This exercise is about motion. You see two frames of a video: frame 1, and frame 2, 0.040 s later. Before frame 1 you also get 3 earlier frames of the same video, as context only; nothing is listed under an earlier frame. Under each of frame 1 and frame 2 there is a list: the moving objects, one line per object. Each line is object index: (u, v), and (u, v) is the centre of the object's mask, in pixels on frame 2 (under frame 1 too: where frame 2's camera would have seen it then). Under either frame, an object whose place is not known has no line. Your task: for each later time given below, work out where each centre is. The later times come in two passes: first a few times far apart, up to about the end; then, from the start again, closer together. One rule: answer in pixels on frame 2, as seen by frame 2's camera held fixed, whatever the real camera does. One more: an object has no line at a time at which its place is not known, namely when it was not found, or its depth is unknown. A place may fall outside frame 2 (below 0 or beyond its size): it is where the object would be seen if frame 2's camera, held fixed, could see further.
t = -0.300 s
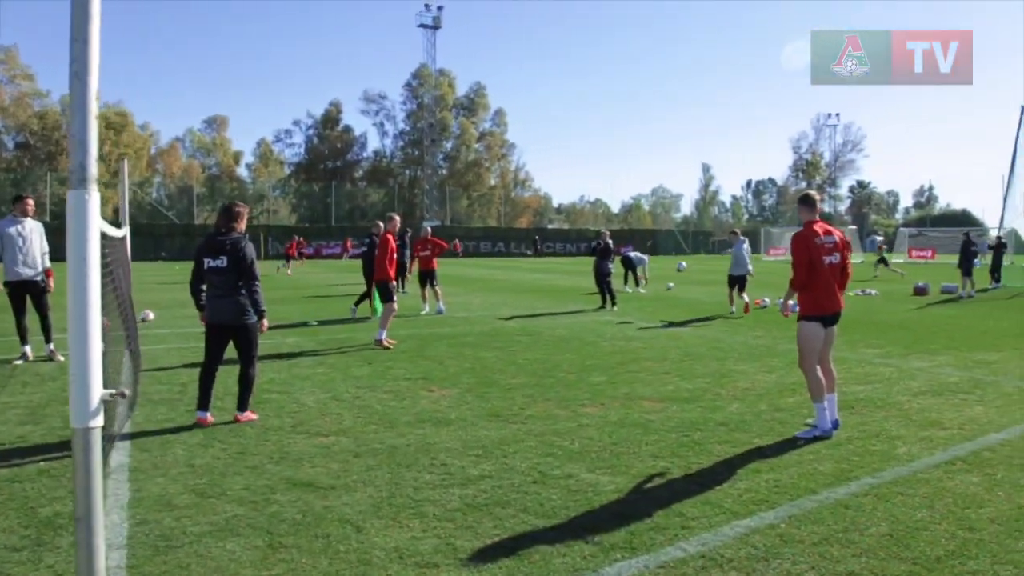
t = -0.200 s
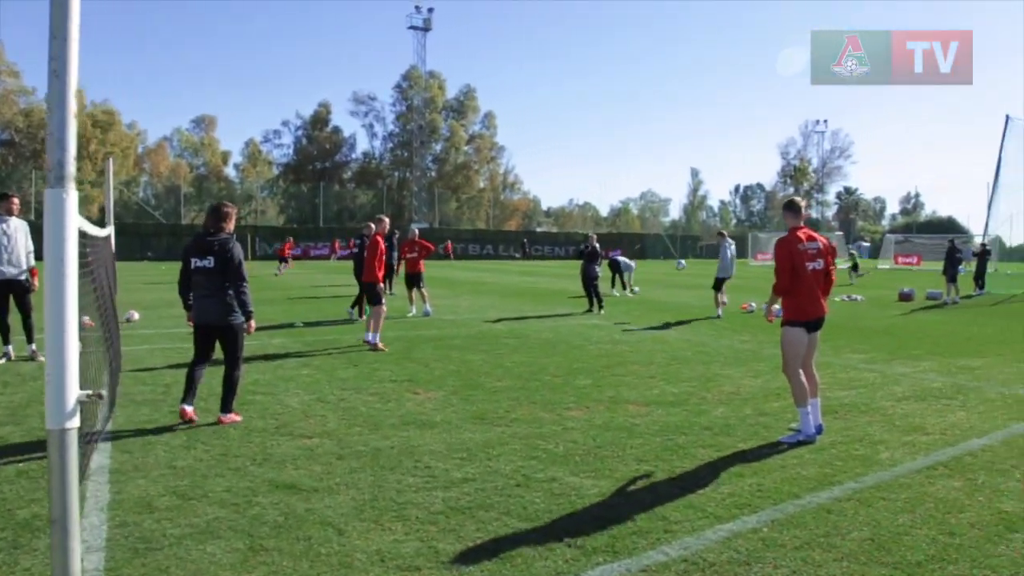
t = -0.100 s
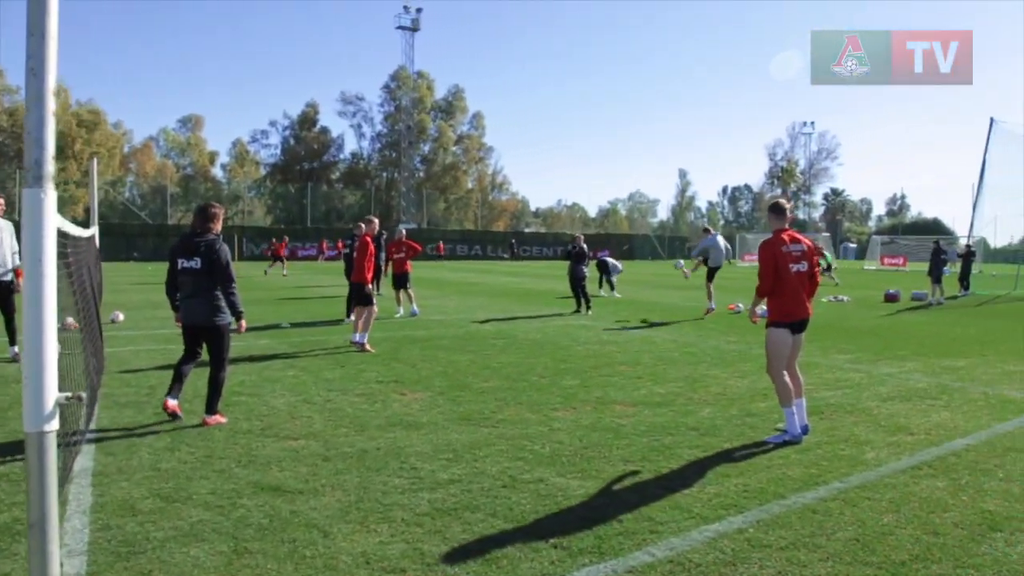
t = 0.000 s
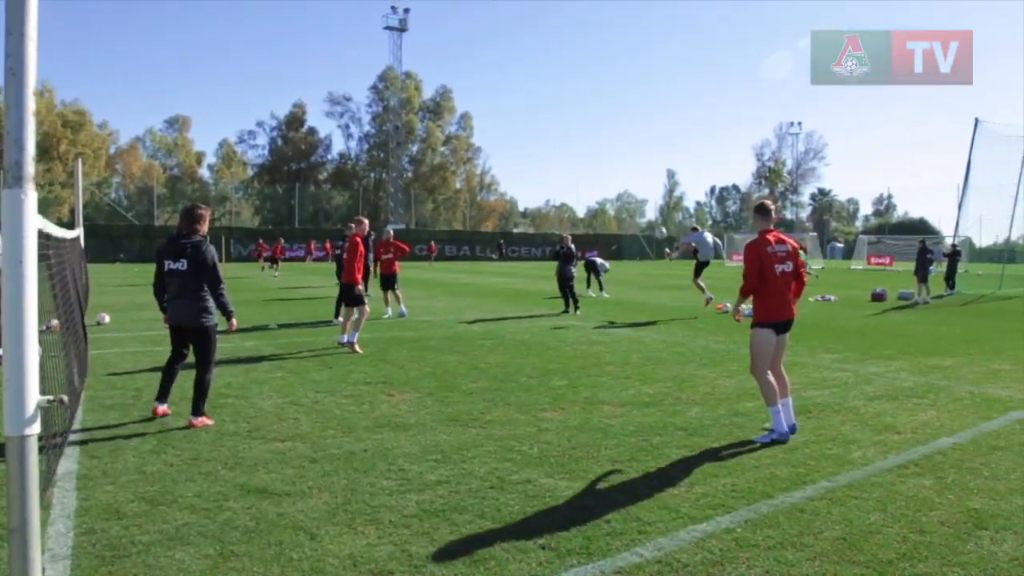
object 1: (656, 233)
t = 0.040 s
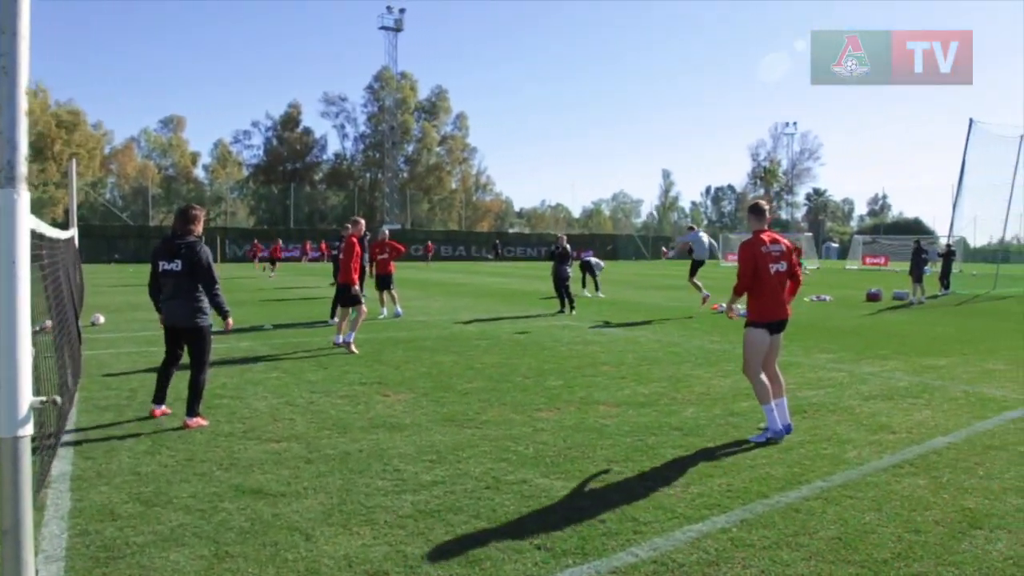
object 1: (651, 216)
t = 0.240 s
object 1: (623, 135)
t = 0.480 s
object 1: (583, 49)
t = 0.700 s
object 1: (536, -16)
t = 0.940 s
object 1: (470, -63)
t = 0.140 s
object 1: (637, 174)
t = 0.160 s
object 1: (635, 166)
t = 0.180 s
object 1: (632, 158)
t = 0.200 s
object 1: (629, 150)
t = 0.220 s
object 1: (626, 143)
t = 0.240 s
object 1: (623, 135)
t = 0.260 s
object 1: (620, 127)
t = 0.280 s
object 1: (617, 120)
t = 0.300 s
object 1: (614, 112)
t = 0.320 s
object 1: (610, 105)
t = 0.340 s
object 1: (607, 98)
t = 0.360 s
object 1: (604, 91)
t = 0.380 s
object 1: (600, 84)
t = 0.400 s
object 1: (597, 76)
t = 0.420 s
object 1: (594, 69)
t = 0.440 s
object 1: (590, 62)
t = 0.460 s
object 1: (586, 56)
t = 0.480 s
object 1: (583, 49)
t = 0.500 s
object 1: (579, 43)
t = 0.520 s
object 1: (575, 36)
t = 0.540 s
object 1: (571, 30)
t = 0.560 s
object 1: (567, 24)
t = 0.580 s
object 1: (563, 17)
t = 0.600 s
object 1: (559, 12)
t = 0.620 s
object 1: (554, 6)
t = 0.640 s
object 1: (550, 0)
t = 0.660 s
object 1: (545, -5)
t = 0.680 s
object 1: (541, -11)
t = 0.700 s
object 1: (536, -16)
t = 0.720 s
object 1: (531, -21)
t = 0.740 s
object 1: (526, -26)
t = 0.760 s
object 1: (521, -31)
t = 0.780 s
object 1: (515, -35)
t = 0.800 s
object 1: (510, -39)
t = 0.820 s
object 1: (505, -43)
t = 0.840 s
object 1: (499, -47)
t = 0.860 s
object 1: (493, -50)
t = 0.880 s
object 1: (488, -54)
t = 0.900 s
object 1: (482, -57)
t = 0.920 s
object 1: (476, -60)
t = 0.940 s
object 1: (470, -63)
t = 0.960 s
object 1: (464, -65)
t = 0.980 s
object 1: (458, -68)
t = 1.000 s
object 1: (452, -69)
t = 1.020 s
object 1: (445, -71)
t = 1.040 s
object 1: (438, -72)
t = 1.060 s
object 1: (431, -73)
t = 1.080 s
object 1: (424, -74)
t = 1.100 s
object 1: (417, -74)
